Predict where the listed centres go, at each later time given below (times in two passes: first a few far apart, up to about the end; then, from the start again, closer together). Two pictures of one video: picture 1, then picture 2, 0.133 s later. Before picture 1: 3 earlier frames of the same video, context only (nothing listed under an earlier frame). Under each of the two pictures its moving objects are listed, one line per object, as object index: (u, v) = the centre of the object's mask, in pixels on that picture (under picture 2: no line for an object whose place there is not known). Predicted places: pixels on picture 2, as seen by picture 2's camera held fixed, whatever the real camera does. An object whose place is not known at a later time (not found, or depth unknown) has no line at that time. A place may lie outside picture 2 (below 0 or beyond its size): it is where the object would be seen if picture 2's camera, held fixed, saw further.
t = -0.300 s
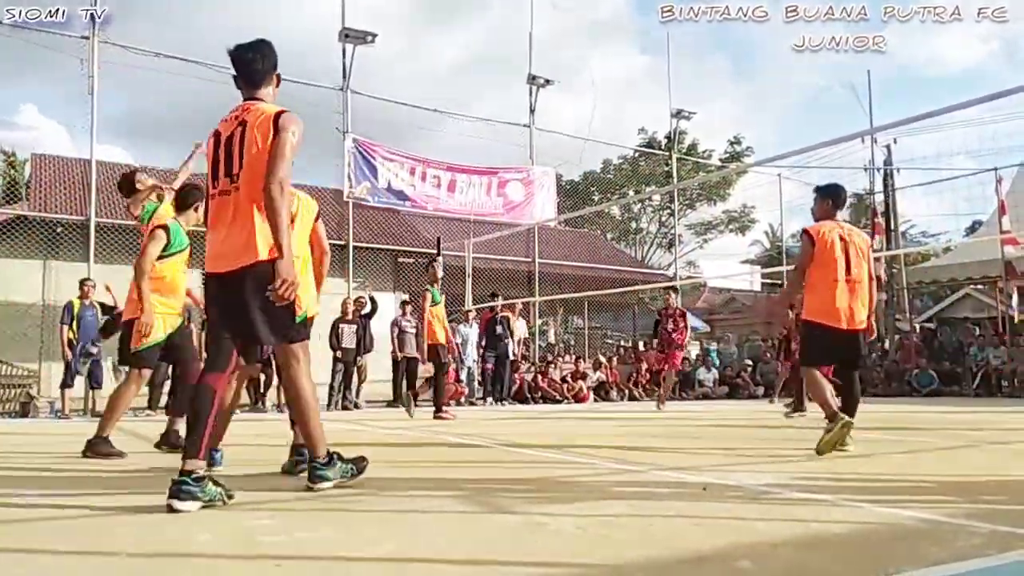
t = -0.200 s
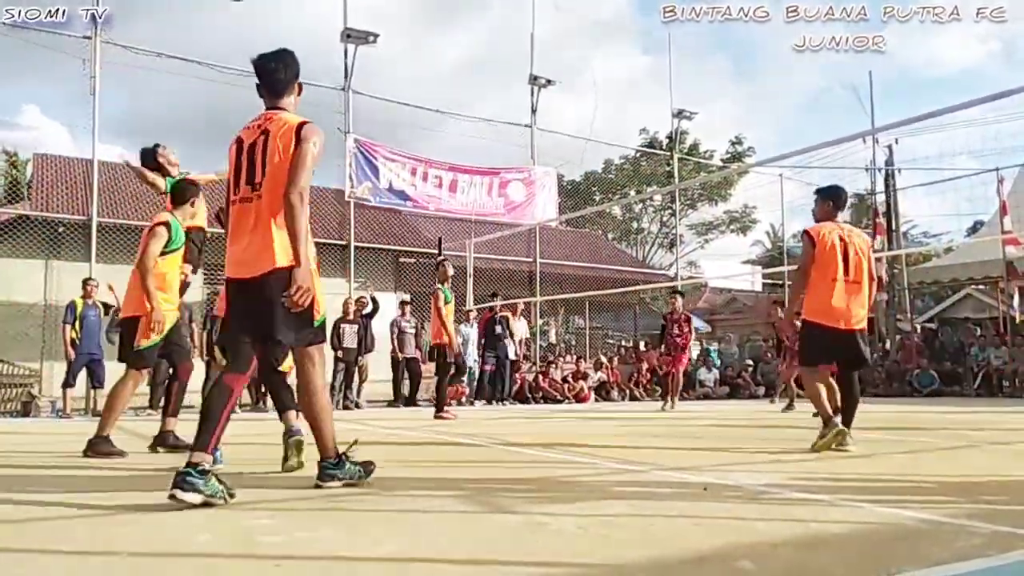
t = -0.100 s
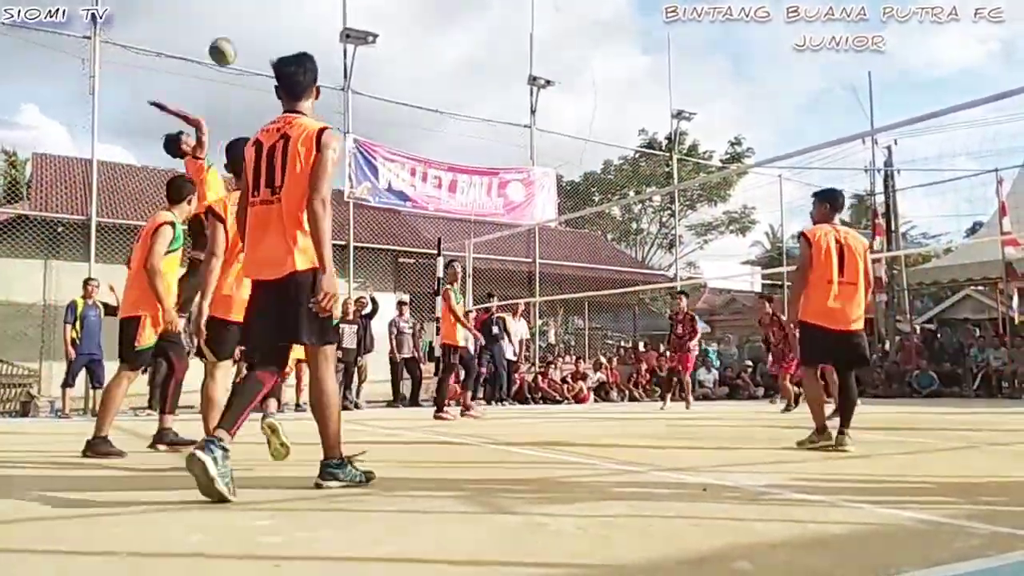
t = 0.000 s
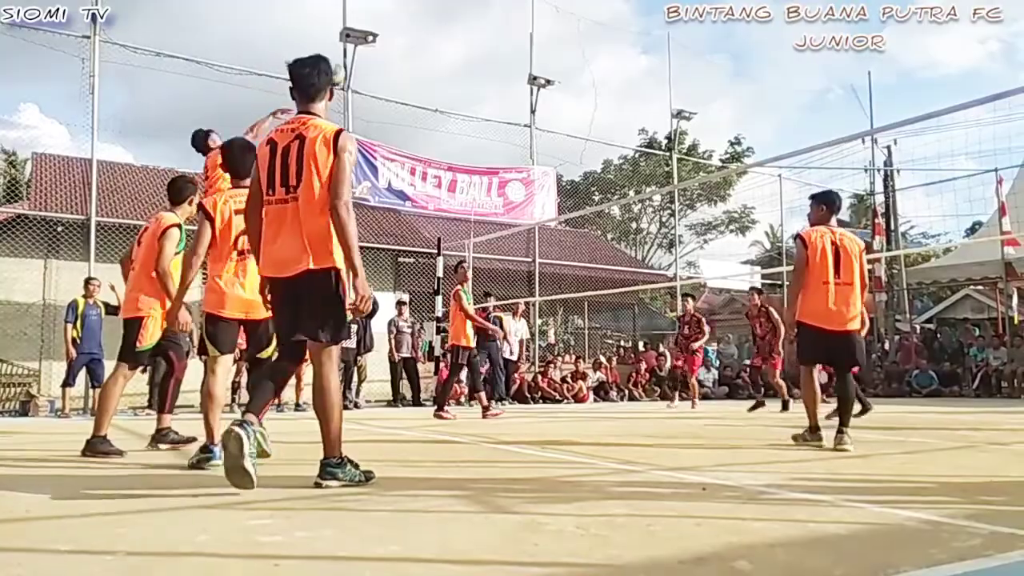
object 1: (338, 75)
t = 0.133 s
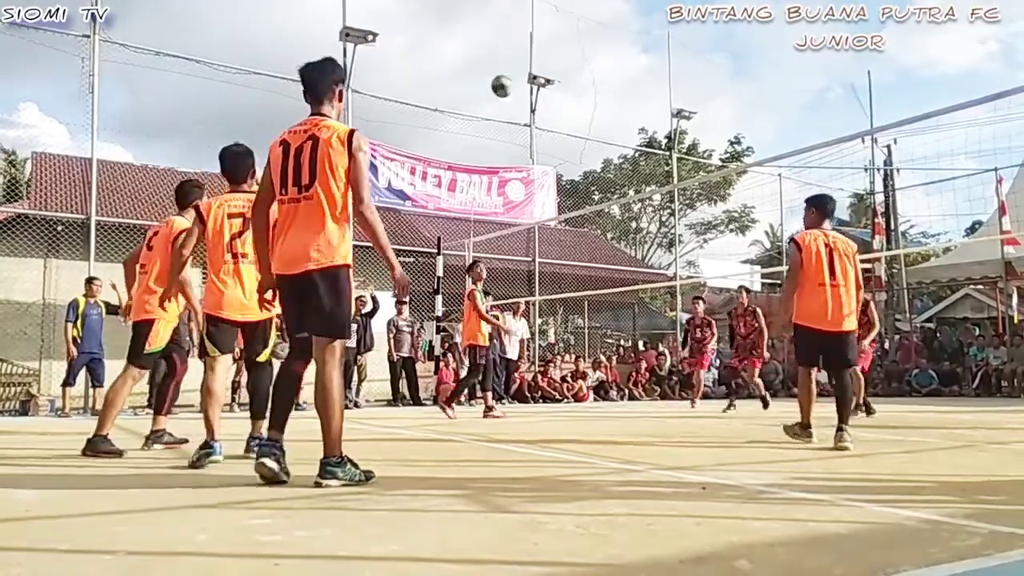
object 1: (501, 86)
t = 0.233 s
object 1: (601, 106)
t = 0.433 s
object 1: (759, 165)
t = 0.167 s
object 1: (537, 93)
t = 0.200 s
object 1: (570, 98)
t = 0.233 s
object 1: (601, 106)
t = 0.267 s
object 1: (631, 114)
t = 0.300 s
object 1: (659, 123)
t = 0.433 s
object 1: (759, 165)
